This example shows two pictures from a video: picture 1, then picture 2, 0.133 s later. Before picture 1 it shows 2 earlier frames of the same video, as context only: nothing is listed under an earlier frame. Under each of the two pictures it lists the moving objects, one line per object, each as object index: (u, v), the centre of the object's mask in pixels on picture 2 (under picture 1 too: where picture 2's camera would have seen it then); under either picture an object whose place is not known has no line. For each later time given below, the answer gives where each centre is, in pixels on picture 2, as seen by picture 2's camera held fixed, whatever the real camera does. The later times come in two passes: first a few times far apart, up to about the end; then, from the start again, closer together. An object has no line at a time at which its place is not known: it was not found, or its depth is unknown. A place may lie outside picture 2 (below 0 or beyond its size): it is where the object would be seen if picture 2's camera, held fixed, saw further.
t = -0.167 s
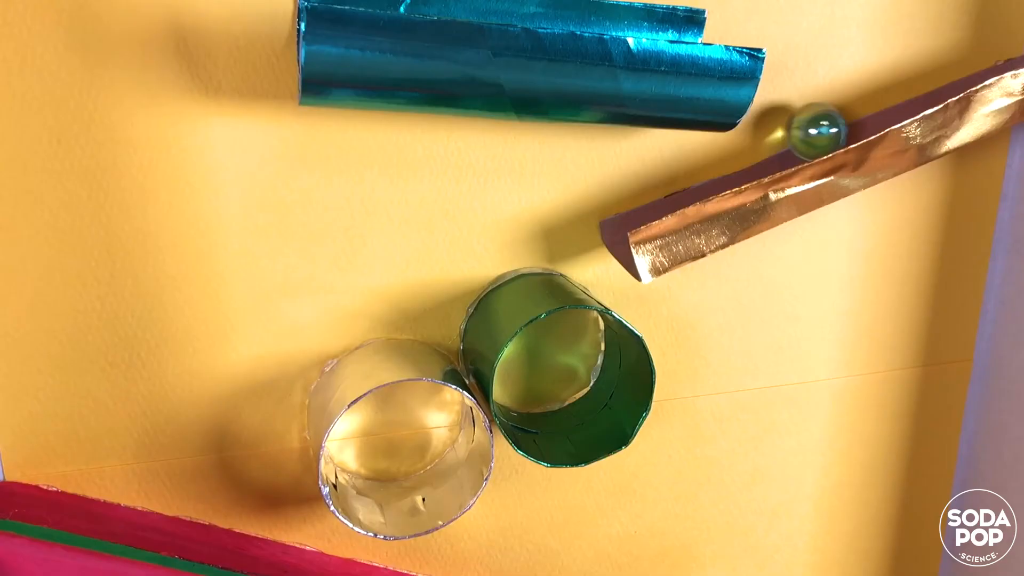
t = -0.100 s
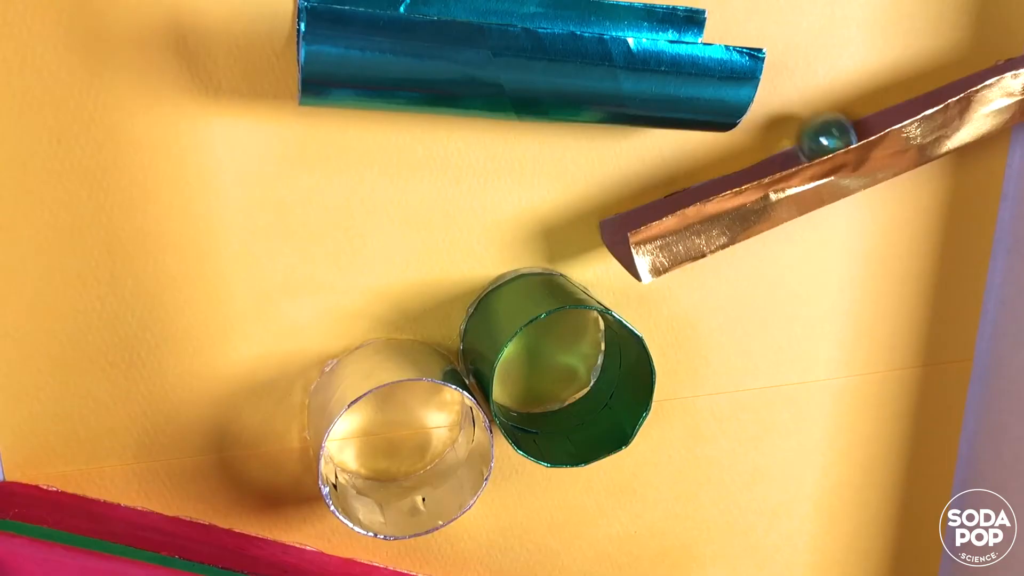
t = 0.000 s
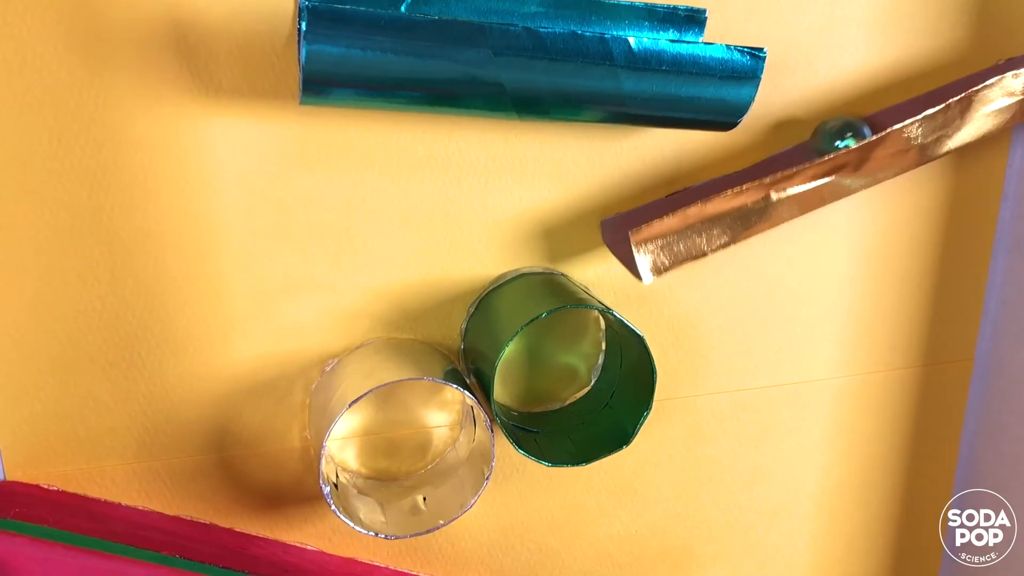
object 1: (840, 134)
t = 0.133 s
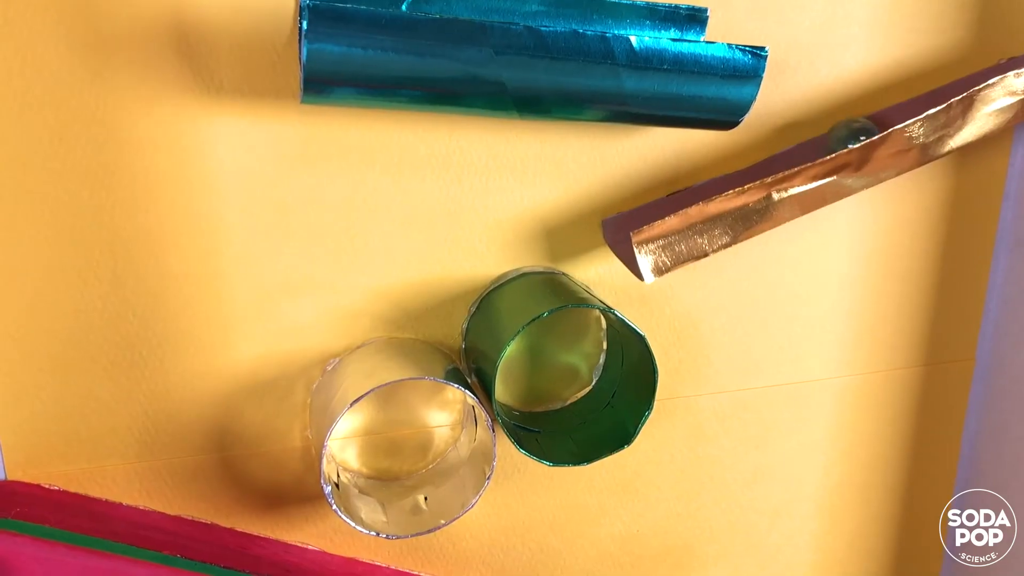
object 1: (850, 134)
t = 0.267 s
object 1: (856, 132)
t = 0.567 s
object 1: (840, 137)
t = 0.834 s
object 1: (802, 155)
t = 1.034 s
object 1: (751, 173)
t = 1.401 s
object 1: (621, 235)
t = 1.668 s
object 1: (537, 253)
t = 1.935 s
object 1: (439, 327)
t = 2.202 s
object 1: (413, 314)
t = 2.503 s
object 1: (394, 318)
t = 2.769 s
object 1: (387, 318)
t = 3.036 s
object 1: (373, 320)
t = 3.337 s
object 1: (332, 339)
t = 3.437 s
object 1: (308, 357)
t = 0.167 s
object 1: (853, 132)
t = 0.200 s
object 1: (855, 133)
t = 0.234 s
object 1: (856, 133)
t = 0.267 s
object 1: (856, 132)
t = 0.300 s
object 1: (855, 133)
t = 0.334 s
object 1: (854, 133)
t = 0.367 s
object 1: (854, 133)
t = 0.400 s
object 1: (852, 133)
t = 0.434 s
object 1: (850, 134)
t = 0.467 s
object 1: (848, 135)
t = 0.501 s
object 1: (846, 136)
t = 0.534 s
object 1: (843, 137)
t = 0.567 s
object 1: (840, 137)
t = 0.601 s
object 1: (837, 139)
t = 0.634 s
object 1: (833, 141)
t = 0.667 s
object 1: (829, 143)
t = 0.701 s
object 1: (824, 145)
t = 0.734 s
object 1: (819, 147)
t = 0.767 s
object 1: (815, 149)
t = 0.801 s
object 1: (807, 152)
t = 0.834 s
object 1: (802, 155)
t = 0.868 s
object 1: (794, 157)
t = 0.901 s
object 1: (786, 160)
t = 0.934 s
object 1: (778, 163)
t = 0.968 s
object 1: (770, 166)
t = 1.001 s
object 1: (761, 169)
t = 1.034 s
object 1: (751, 173)
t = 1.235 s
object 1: (687, 196)
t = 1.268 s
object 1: (674, 201)
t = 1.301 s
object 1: (661, 207)
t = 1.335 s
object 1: (650, 211)
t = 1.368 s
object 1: (635, 223)
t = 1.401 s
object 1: (621, 235)
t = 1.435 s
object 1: (610, 242)
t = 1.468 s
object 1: (598, 251)
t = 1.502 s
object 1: (583, 254)
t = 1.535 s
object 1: (574, 250)
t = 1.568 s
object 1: (566, 247)
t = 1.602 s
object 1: (555, 246)
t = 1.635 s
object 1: (546, 248)
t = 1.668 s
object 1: (537, 253)
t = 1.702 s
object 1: (527, 260)
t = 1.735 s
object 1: (514, 264)
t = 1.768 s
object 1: (501, 271)
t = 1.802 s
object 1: (489, 280)
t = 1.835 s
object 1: (476, 290)
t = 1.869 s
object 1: (462, 304)
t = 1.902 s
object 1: (449, 320)
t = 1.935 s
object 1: (439, 327)
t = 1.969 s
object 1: (436, 316)
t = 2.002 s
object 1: (432, 308)
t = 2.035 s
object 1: (429, 303)
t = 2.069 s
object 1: (426, 301)
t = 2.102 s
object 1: (423, 300)
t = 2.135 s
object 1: (419, 302)
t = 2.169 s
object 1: (416, 307)
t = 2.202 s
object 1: (413, 314)
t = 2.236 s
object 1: (410, 320)
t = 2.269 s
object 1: (407, 316)
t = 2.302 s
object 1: (405, 315)
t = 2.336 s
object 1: (402, 315)
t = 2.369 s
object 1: (400, 318)
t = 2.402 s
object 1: (398, 316)
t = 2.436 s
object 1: (397, 316)
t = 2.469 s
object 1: (396, 317)
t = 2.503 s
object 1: (394, 318)
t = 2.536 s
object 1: (393, 318)
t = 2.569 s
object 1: (392, 318)
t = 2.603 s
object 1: (391, 318)
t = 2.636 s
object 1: (390, 318)
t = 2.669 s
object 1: (389, 318)
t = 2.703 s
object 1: (388, 318)
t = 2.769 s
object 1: (387, 318)
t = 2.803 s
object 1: (386, 318)
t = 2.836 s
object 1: (384, 318)
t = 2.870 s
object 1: (383, 319)
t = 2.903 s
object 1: (382, 319)
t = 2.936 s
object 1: (380, 319)
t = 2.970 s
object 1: (378, 319)
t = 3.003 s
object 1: (376, 320)
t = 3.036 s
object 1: (373, 320)
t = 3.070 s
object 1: (370, 321)
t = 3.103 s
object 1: (367, 322)
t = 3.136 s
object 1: (364, 324)
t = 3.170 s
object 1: (359, 325)
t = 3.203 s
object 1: (355, 327)
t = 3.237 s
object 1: (350, 329)
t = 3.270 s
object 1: (344, 332)
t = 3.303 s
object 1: (339, 335)
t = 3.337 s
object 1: (332, 339)
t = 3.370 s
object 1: (324, 344)
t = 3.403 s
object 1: (316, 350)
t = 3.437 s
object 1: (308, 357)
